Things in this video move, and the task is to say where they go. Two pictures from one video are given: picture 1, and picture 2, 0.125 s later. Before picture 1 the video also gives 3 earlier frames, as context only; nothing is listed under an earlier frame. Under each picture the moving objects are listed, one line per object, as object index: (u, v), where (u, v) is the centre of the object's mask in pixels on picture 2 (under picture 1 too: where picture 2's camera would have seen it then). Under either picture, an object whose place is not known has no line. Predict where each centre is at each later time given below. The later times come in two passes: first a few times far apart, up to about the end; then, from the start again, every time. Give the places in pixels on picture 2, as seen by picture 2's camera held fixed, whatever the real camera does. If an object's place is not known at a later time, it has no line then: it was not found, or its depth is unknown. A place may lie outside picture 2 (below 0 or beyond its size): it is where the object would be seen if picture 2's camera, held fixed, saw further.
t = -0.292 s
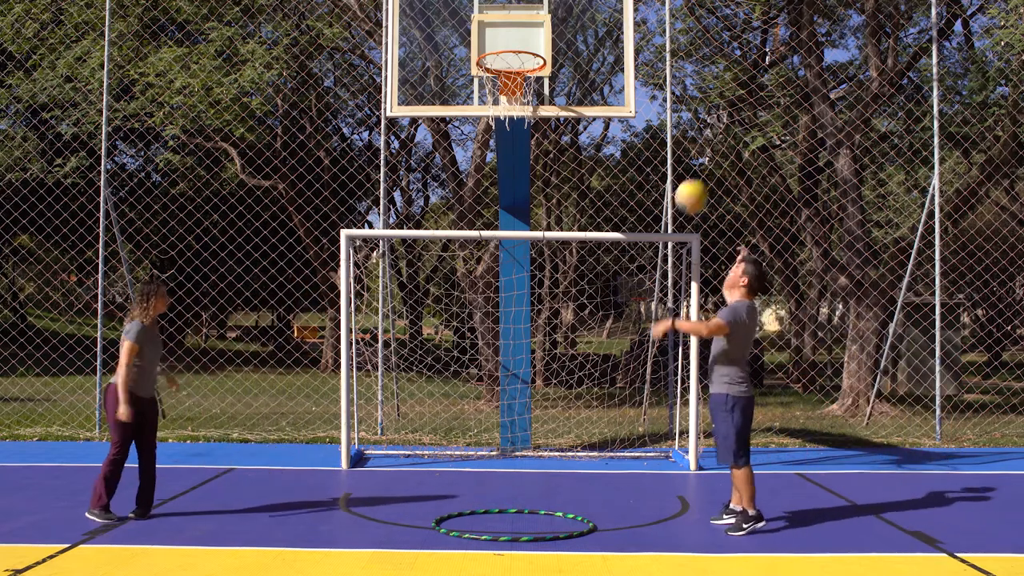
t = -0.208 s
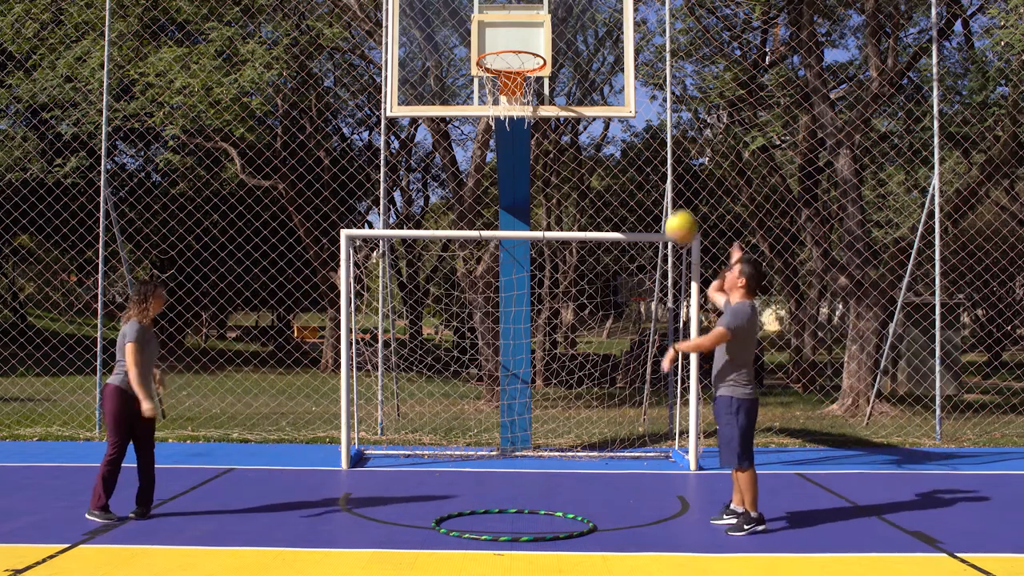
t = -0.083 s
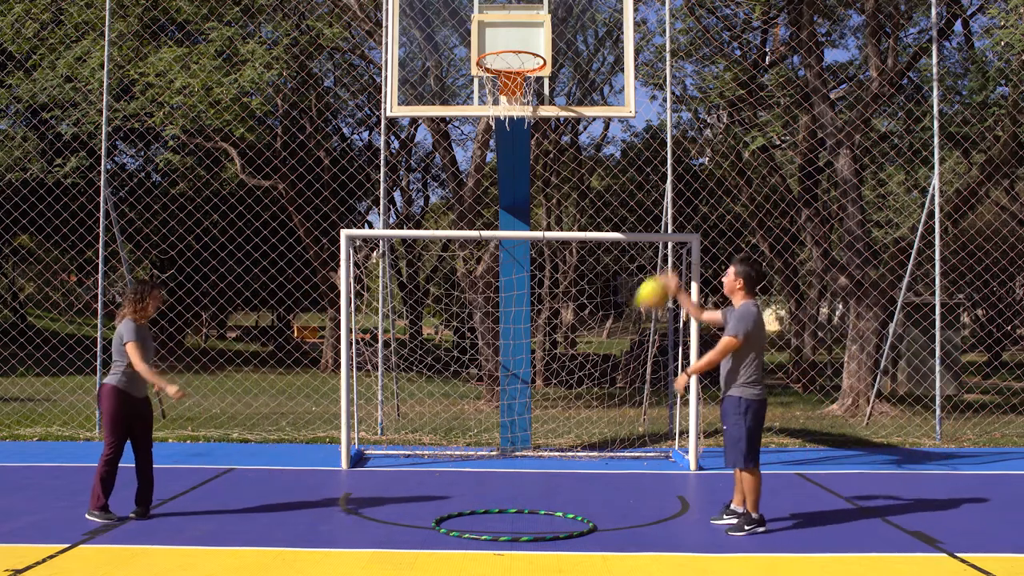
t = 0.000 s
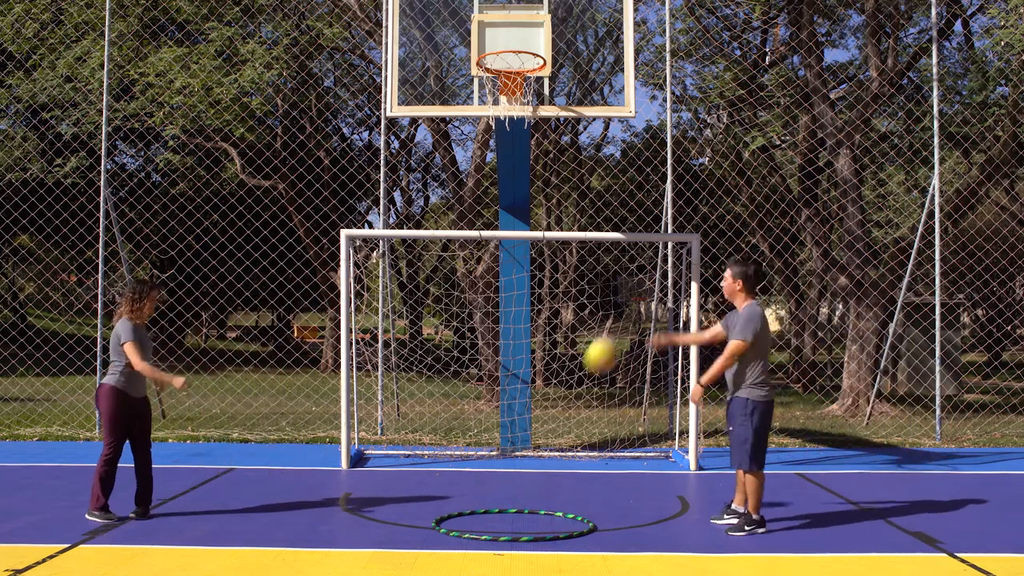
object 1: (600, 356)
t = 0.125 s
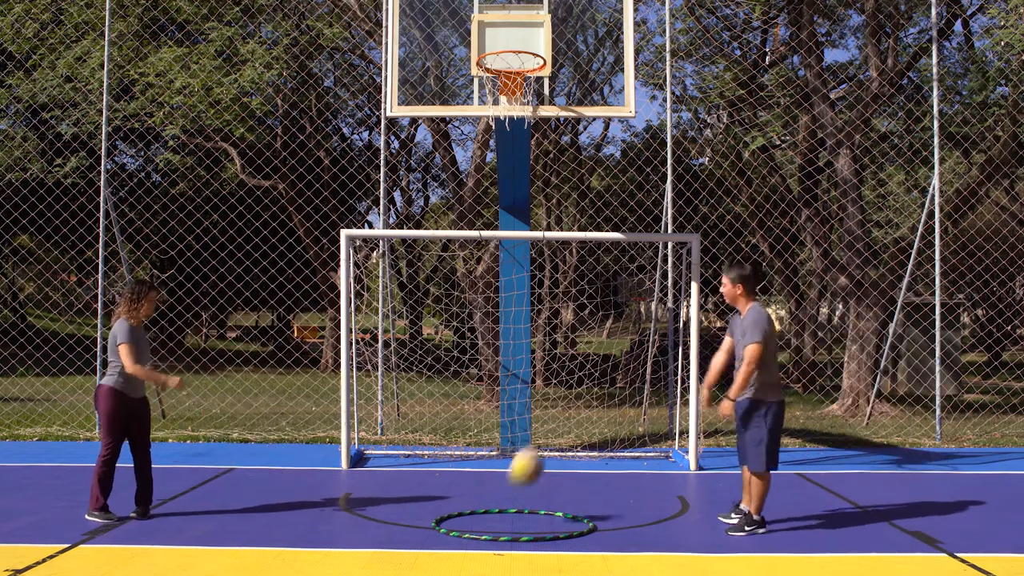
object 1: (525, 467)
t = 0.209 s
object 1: (486, 482)
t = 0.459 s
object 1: (401, 332)
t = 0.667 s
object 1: (329, 279)
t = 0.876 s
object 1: (258, 294)
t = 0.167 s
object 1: (501, 508)
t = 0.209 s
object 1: (486, 482)
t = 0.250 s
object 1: (472, 449)
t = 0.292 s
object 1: (457, 419)
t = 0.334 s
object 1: (443, 394)
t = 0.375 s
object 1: (428, 370)
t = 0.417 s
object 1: (415, 350)
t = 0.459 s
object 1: (401, 332)
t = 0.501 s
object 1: (387, 316)
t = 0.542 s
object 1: (372, 302)
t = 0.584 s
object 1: (359, 292)
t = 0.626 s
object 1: (343, 284)
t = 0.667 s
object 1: (329, 279)
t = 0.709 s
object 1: (316, 276)
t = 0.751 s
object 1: (302, 276)
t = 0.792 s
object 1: (288, 279)
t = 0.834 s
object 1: (273, 285)
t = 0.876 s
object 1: (258, 294)
